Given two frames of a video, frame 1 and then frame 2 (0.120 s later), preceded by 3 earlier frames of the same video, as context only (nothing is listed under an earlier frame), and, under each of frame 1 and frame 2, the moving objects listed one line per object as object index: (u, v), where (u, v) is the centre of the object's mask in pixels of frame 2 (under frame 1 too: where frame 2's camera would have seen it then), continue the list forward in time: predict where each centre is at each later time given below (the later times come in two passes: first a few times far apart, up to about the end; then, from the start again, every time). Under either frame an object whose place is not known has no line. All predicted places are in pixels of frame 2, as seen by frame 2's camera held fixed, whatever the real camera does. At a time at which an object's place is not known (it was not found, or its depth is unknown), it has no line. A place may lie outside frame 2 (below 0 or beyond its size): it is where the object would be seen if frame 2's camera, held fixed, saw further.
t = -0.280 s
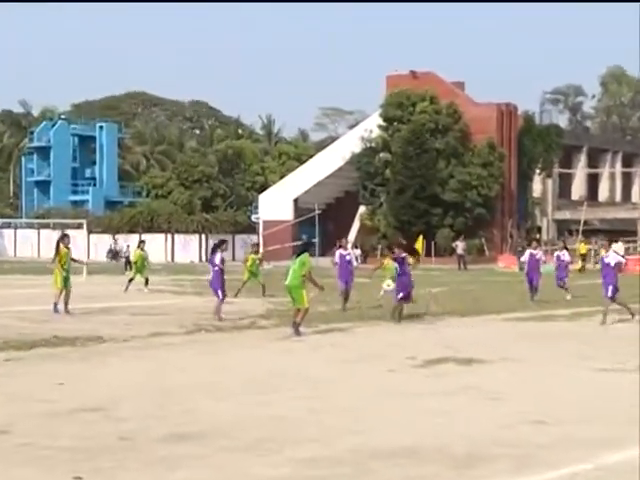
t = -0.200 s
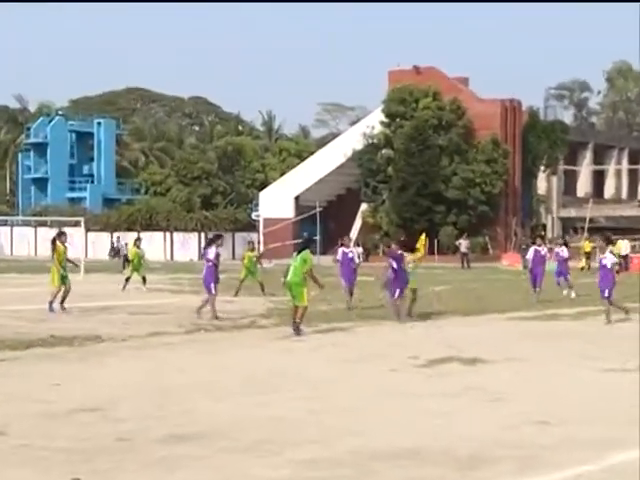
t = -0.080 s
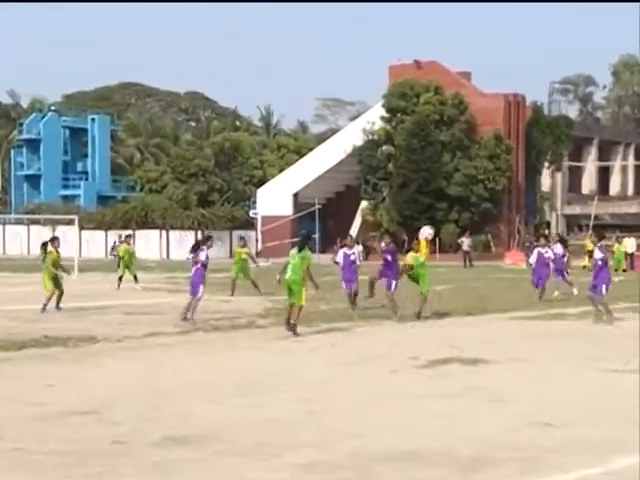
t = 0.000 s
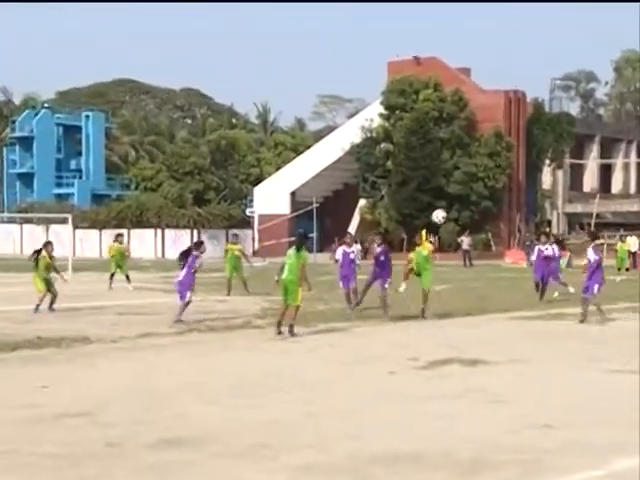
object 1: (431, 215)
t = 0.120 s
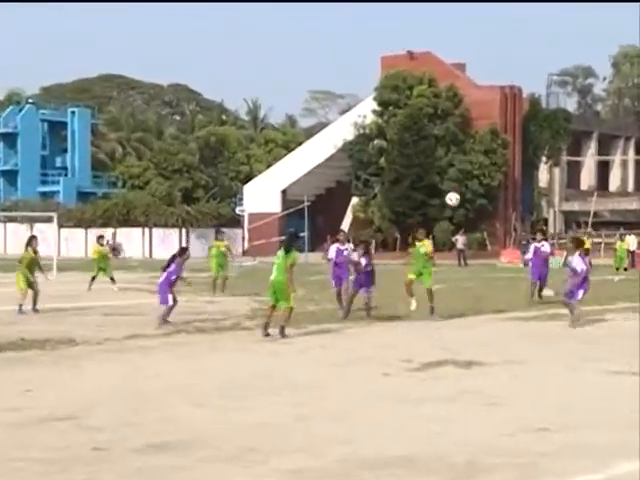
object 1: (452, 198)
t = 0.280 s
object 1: (479, 194)
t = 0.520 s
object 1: (514, 220)
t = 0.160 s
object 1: (459, 195)
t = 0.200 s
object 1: (466, 194)
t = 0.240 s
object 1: (473, 193)
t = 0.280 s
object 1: (479, 194)
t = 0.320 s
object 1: (485, 196)
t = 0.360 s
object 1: (491, 197)
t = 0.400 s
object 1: (496, 201)
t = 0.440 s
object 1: (501, 208)
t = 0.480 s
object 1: (507, 213)
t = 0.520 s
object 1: (514, 220)
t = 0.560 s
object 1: (518, 229)
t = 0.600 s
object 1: (525, 235)
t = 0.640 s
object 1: (531, 245)
